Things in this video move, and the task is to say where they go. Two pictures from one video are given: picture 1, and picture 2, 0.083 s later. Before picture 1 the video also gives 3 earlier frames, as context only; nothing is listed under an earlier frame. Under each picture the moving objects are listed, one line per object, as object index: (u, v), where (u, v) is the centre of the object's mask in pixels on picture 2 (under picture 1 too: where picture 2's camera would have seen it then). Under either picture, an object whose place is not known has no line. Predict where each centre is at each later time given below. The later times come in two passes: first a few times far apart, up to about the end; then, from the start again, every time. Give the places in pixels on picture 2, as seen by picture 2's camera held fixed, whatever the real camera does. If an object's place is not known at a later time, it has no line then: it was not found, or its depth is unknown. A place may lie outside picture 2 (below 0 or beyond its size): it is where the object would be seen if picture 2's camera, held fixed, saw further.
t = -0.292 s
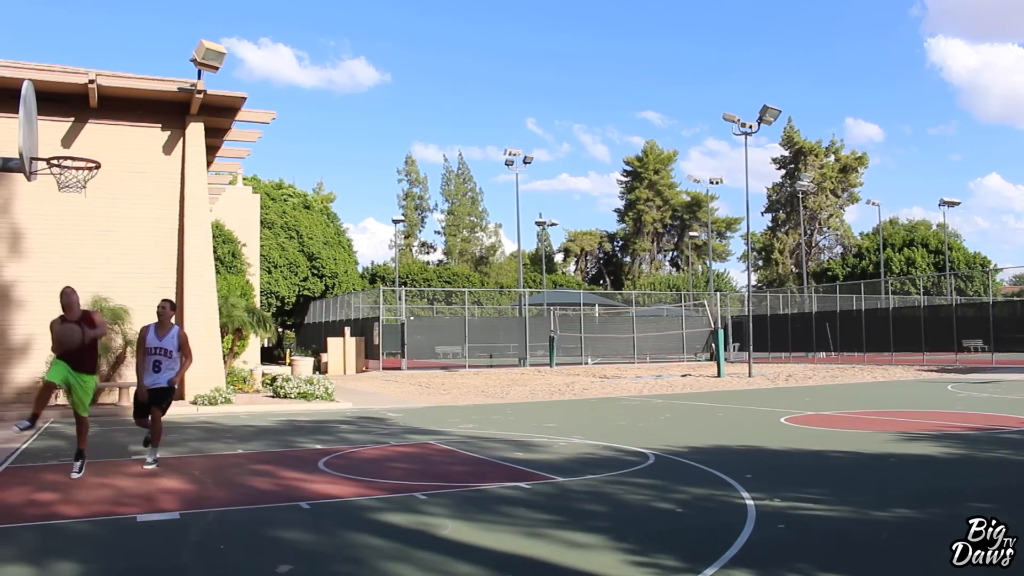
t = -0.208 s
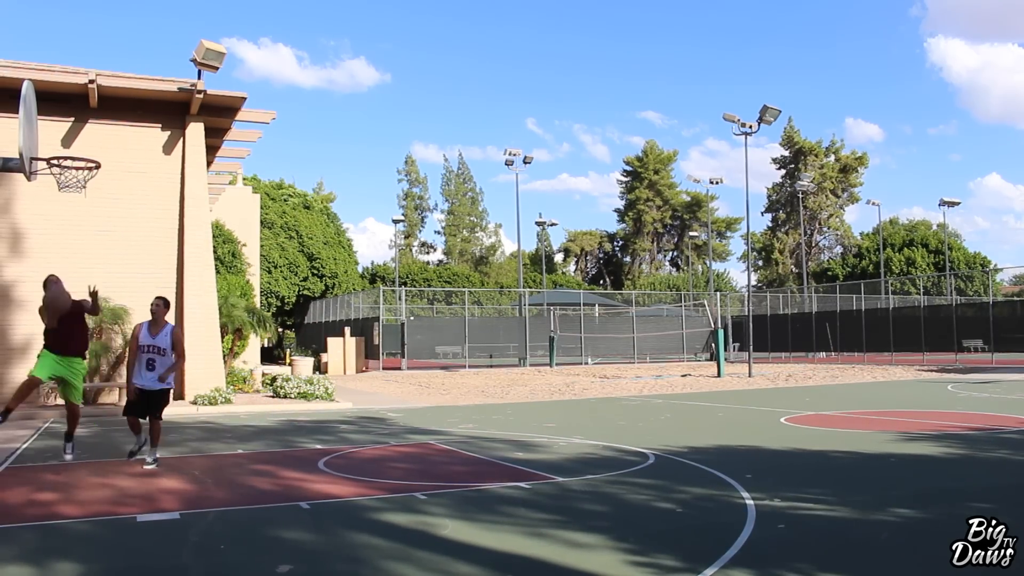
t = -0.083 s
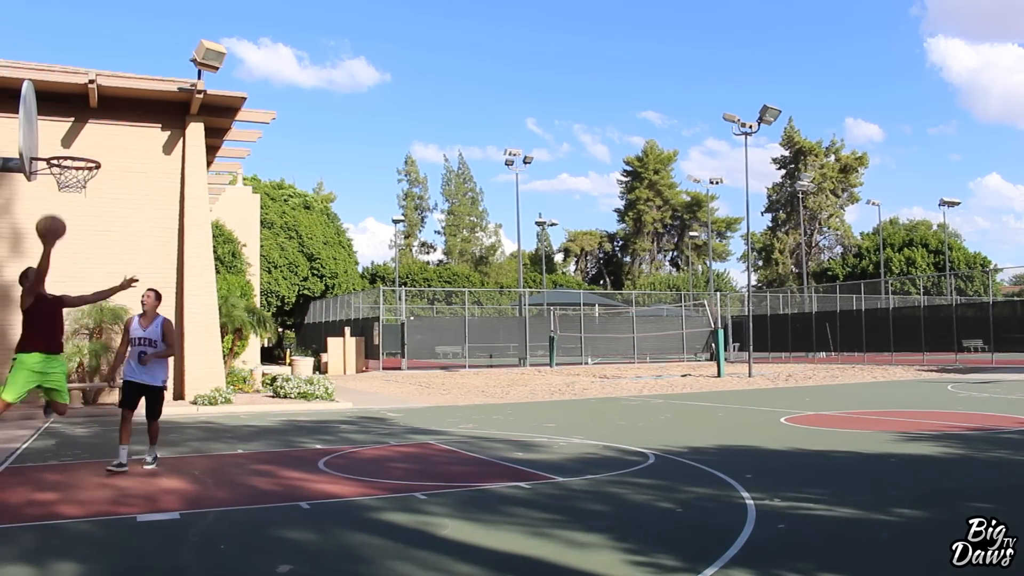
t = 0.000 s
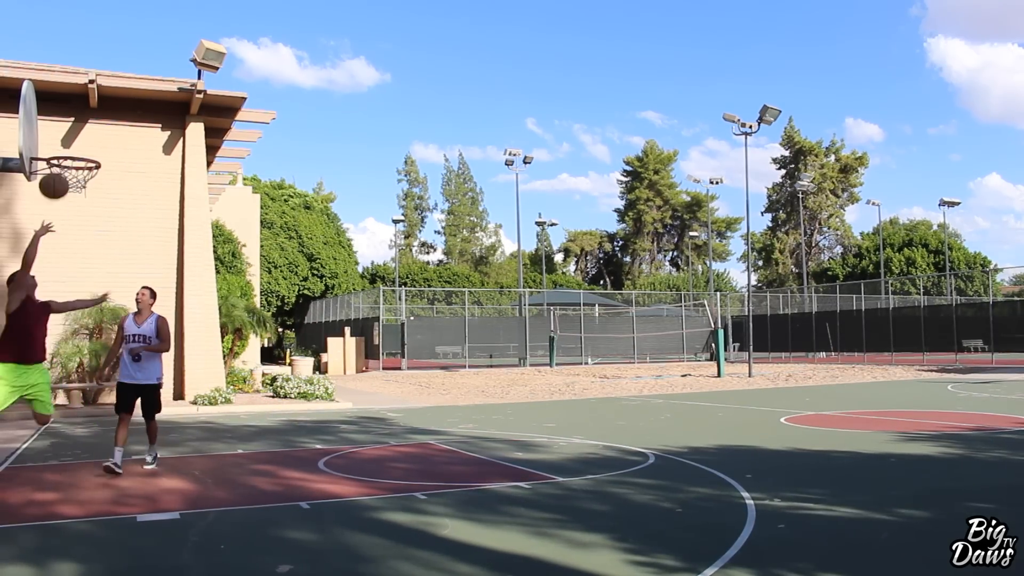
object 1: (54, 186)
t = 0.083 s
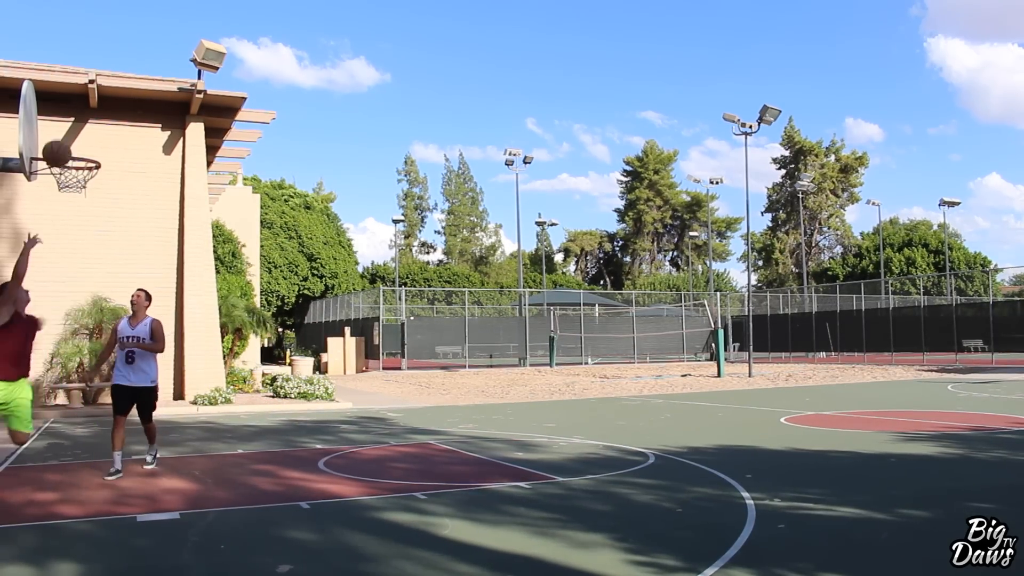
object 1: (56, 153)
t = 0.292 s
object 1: (63, 107)
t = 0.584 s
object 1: (69, 122)
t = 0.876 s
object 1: (73, 216)
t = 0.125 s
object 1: (58, 140)
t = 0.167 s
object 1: (59, 129)
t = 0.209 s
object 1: (61, 119)
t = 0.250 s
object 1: (62, 112)
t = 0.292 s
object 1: (63, 107)
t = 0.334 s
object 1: (64, 104)
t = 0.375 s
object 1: (65, 103)
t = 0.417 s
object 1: (66, 103)
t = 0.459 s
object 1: (66, 105)
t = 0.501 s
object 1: (68, 109)
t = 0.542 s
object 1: (68, 114)
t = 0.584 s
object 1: (69, 122)
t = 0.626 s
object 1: (70, 131)
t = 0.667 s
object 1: (70, 142)
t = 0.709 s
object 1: (71, 154)
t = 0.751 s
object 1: (71, 169)
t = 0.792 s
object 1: (72, 184)
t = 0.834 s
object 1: (72, 200)
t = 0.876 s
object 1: (73, 216)
